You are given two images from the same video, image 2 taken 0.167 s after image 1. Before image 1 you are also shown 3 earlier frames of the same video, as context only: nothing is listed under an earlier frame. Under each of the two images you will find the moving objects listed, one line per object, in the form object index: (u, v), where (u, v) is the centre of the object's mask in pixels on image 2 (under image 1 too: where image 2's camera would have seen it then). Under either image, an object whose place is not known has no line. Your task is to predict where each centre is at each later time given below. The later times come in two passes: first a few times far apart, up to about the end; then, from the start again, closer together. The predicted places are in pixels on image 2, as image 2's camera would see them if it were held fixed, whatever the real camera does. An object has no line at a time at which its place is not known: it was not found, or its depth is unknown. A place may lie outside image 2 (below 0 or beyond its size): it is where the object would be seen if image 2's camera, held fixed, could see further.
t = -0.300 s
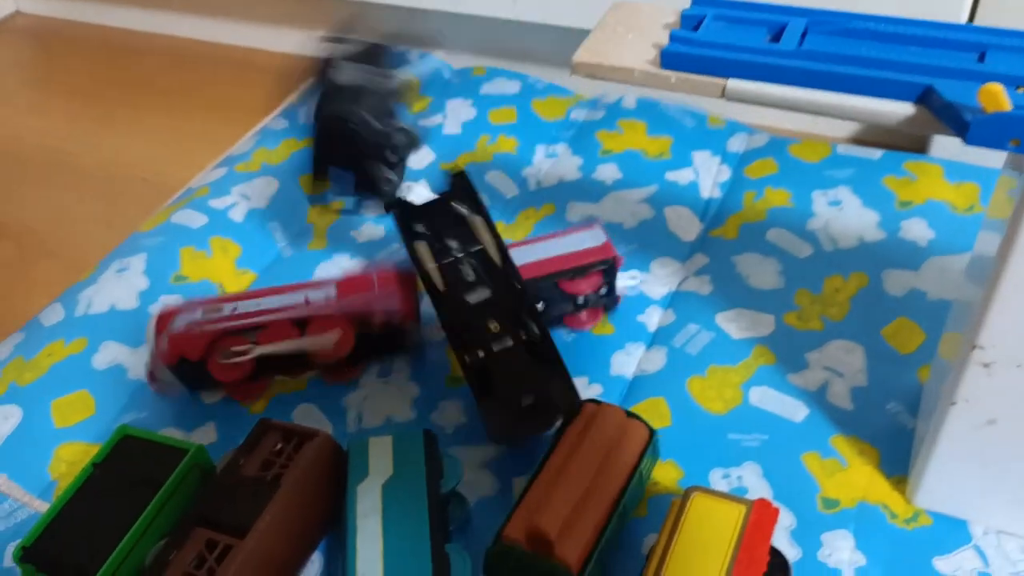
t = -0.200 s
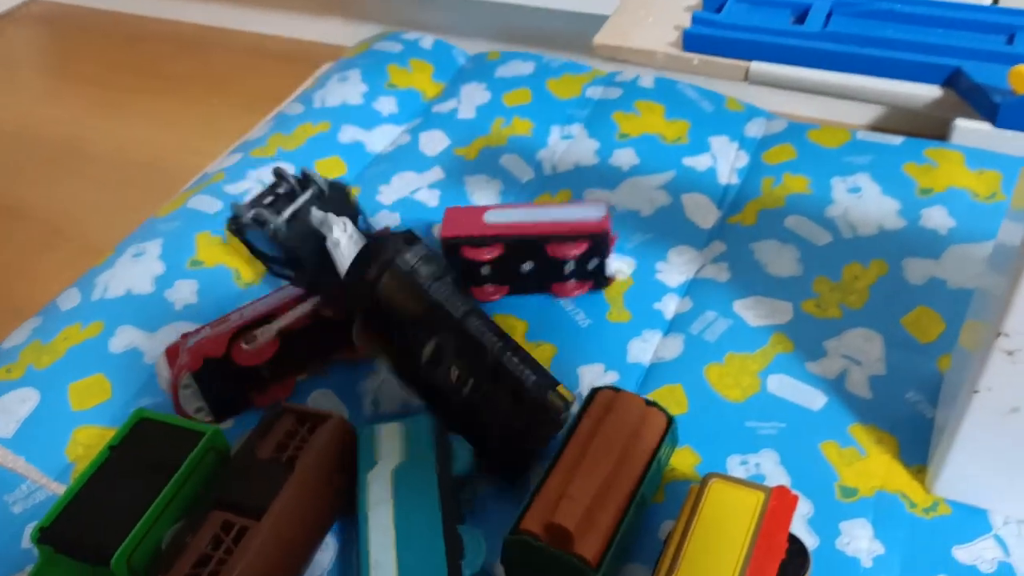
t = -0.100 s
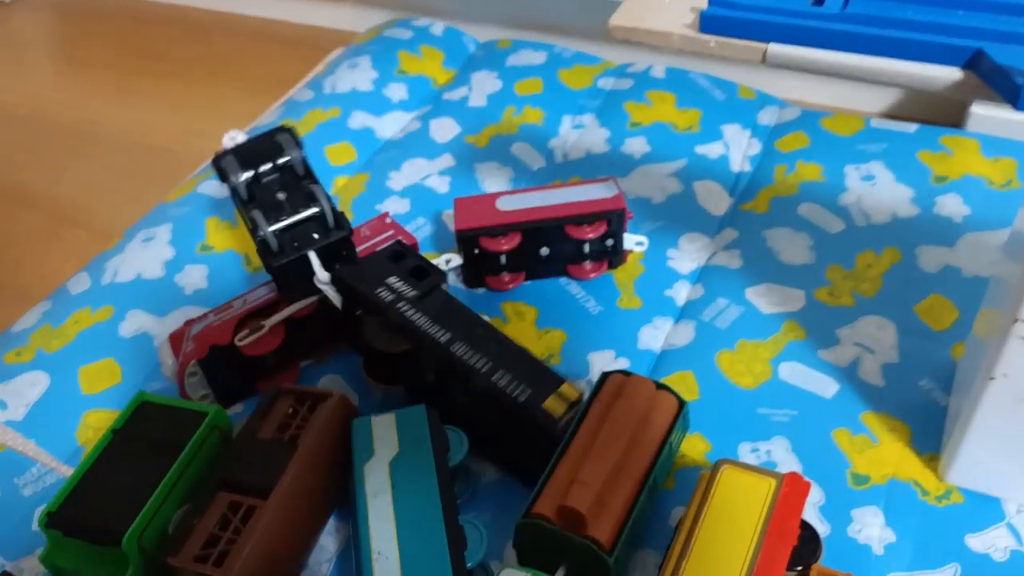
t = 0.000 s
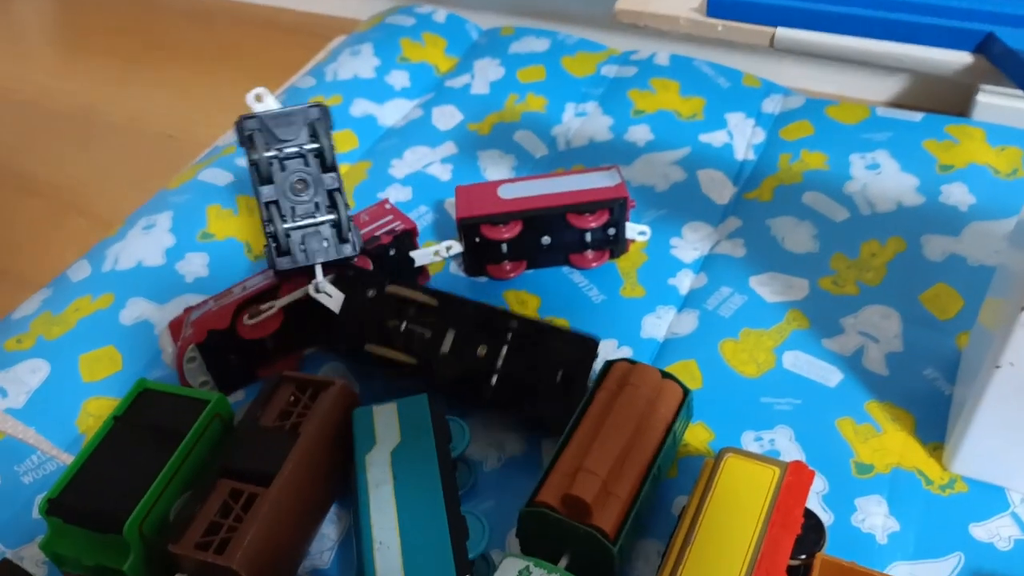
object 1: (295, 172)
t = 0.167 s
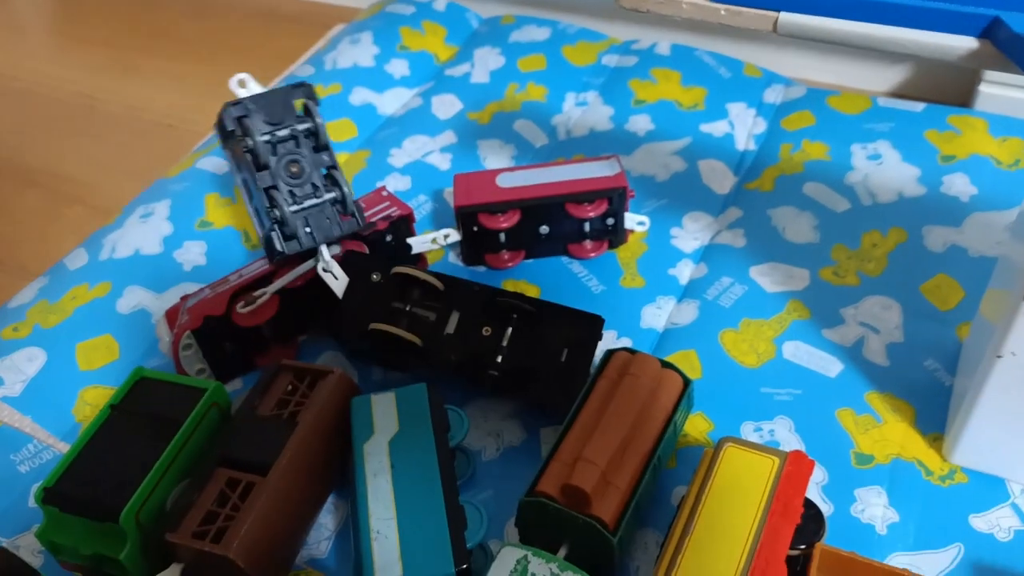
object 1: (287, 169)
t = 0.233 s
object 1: (276, 180)
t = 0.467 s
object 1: (270, 187)
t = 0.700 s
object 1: (269, 187)
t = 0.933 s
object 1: (263, 191)
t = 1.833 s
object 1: (265, 191)
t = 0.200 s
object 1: (282, 175)
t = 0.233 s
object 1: (276, 180)
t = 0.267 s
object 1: (271, 183)
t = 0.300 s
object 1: (268, 186)
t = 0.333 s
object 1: (267, 187)
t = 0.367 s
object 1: (267, 186)
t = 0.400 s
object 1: (269, 187)
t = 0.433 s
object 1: (272, 187)
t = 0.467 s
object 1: (270, 187)
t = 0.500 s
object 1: (266, 190)
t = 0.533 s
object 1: (263, 191)
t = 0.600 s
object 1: (264, 191)
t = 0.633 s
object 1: (266, 190)
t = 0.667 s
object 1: (267, 188)
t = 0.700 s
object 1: (269, 187)
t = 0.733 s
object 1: (270, 187)
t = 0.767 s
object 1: (269, 188)
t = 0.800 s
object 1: (264, 189)
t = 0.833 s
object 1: (261, 191)
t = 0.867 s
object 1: (260, 191)
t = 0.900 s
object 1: (261, 190)
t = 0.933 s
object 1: (263, 191)
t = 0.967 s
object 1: (263, 191)
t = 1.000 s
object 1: (263, 191)
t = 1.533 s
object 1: (262, 187)
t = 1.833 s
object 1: (265, 191)
